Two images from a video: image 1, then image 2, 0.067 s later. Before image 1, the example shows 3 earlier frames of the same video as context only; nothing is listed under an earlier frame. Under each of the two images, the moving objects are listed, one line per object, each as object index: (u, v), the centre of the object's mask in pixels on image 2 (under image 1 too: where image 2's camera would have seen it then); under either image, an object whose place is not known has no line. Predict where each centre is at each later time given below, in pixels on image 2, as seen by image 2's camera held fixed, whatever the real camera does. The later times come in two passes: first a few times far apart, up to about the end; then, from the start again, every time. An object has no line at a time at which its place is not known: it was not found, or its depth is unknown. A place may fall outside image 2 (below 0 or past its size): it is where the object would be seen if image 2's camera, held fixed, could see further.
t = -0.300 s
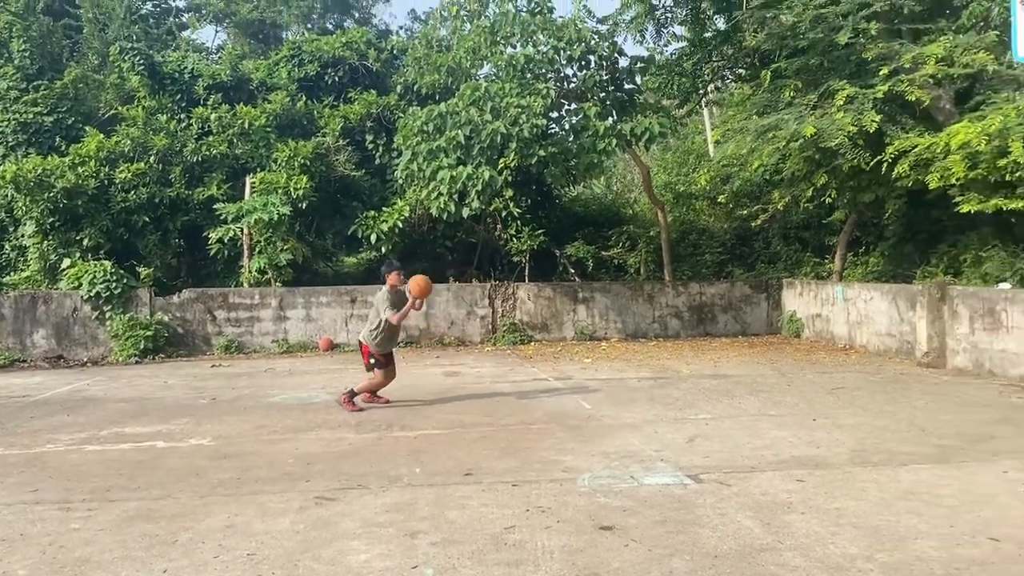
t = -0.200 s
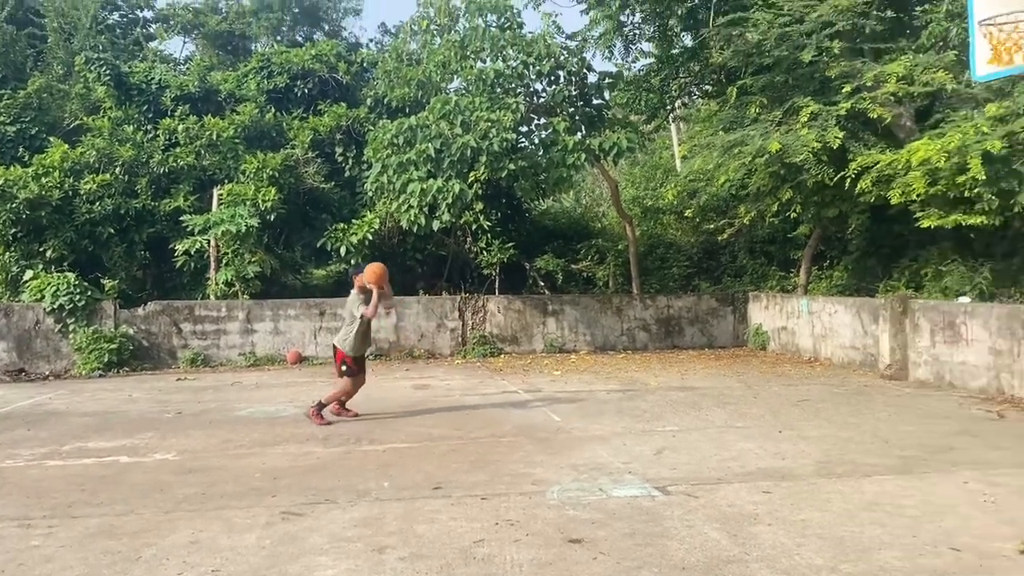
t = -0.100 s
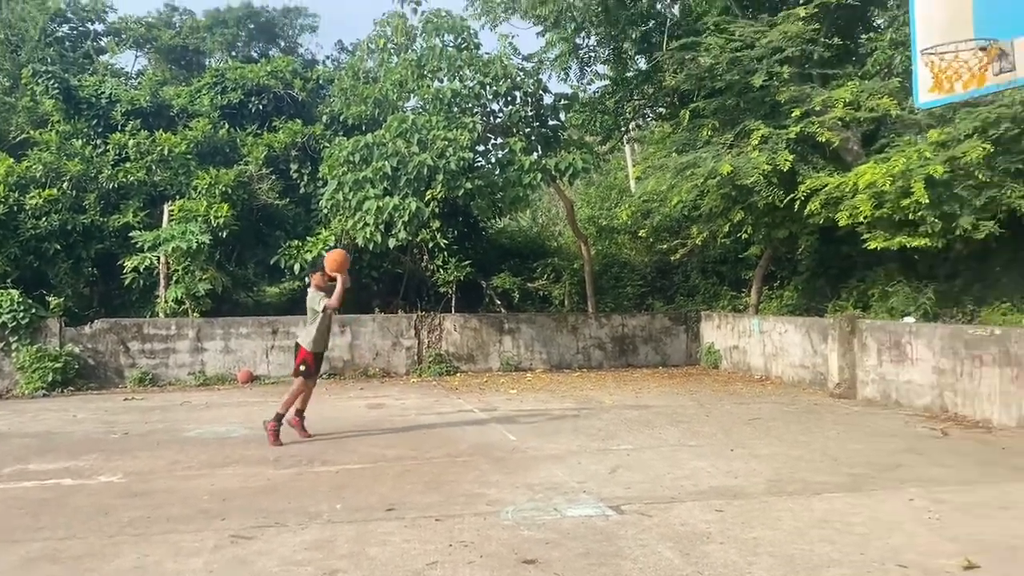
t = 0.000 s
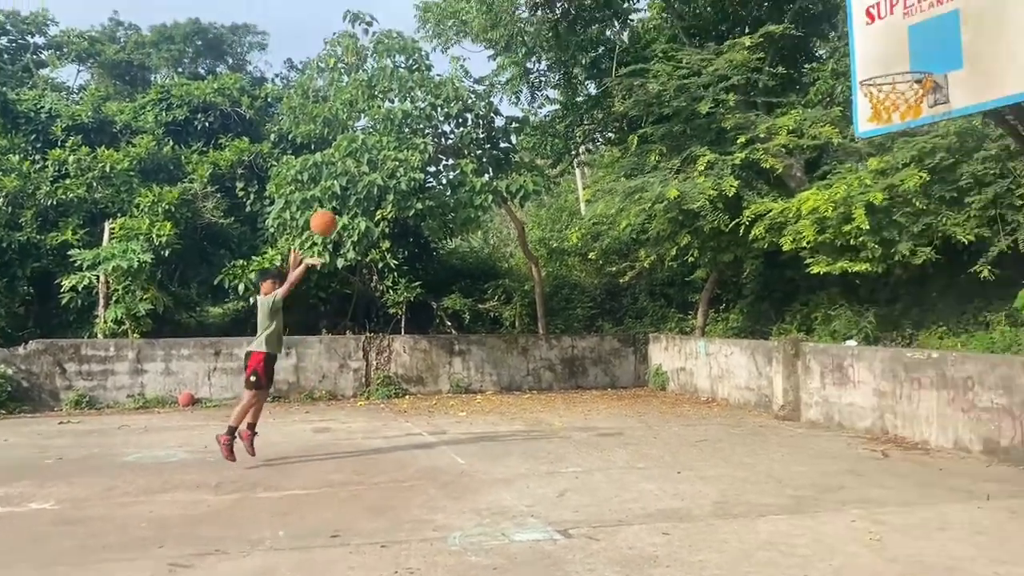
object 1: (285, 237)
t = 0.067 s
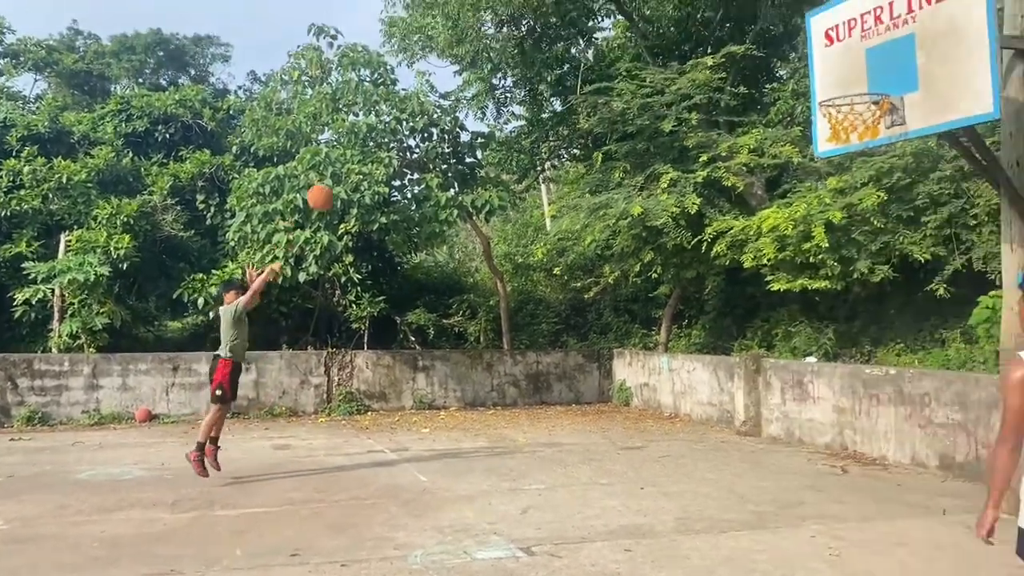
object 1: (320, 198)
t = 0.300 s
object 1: (451, 94)
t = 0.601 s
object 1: (639, 42)
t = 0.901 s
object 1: (840, 80)
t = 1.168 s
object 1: (934, 83)
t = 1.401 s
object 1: (932, 142)
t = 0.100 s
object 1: (338, 179)
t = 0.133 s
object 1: (357, 162)
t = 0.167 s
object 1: (374, 145)
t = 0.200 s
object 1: (393, 132)
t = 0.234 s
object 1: (411, 117)
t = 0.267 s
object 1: (431, 105)
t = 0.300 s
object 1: (451, 94)
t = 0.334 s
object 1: (470, 82)
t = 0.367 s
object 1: (490, 73)
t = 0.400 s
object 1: (510, 65)
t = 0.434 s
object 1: (530, 58)
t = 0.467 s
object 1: (551, 52)
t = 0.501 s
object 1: (573, 48)
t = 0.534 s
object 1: (594, 44)
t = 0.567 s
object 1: (617, 43)
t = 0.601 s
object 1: (639, 42)
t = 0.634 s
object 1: (661, 43)
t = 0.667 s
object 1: (684, 45)
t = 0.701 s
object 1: (708, 49)
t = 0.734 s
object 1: (732, 55)
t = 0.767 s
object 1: (755, 62)
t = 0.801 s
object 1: (779, 70)
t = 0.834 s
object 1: (806, 80)
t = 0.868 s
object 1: (827, 86)
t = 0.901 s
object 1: (840, 80)
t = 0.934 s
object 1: (854, 77)
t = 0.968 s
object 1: (868, 75)
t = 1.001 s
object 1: (882, 73)
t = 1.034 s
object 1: (897, 74)
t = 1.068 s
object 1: (911, 75)
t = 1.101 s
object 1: (928, 80)
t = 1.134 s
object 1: (934, 81)
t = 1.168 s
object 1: (934, 83)
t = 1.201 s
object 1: (934, 86)
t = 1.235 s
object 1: (934, 91)
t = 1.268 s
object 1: (933, 97)
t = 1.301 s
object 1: (933, 106)
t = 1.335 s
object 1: (933, 116)
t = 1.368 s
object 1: (933, 127)
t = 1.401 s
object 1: (932, 142)
